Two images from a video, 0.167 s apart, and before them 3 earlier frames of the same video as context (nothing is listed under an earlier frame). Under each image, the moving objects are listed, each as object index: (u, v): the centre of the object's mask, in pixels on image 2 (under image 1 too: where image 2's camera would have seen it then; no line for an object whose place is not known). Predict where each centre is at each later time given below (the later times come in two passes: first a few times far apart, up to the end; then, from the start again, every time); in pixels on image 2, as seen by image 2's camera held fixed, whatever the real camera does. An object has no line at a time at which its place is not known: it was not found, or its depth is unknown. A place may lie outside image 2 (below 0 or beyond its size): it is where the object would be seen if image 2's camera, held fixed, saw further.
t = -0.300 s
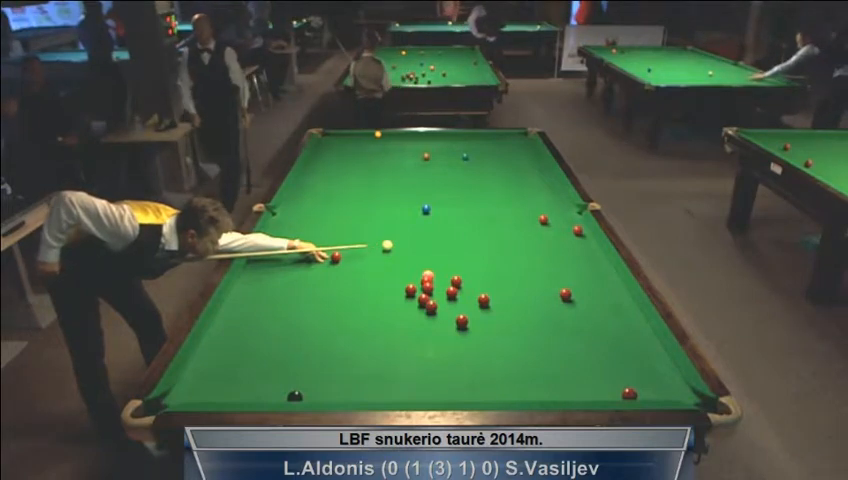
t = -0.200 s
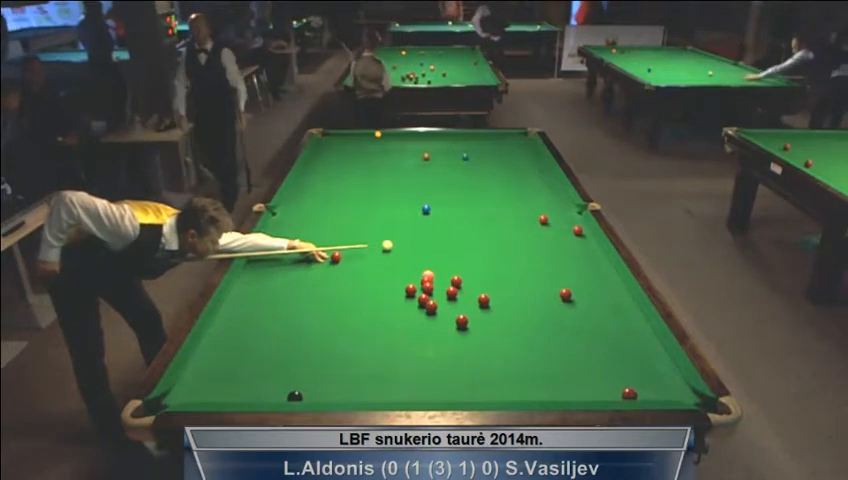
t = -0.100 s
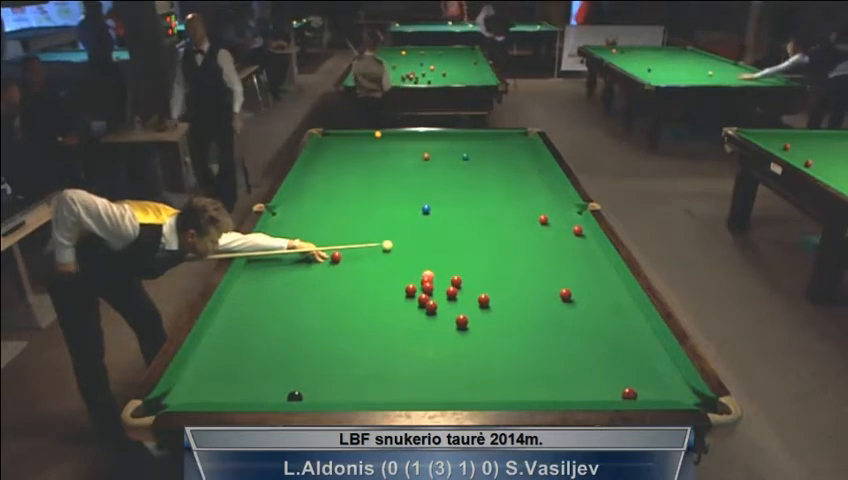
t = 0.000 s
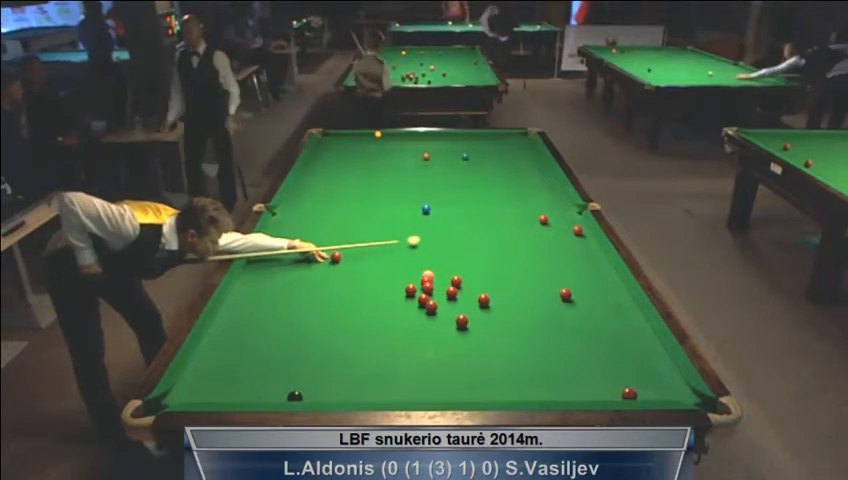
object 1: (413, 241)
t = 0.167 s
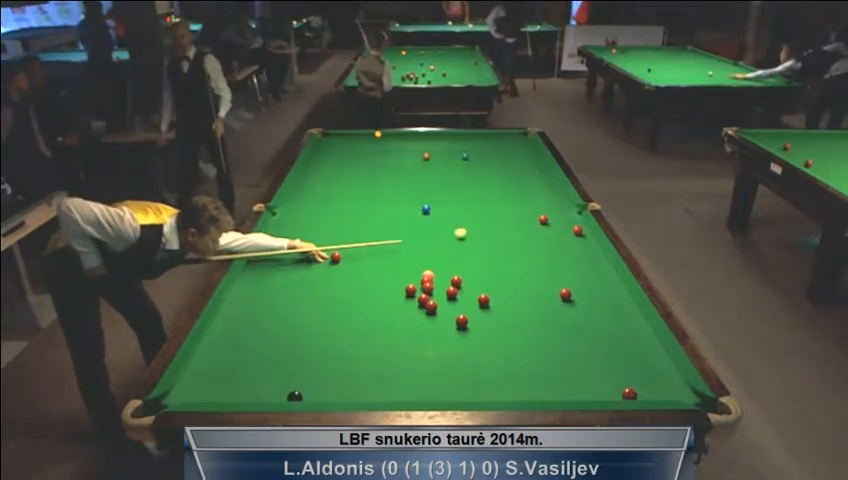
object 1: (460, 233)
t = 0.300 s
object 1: (496, 228)
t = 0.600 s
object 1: (546, 223)
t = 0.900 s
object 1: (571, 222)
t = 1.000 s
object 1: (580, 222)
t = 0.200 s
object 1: (469, 232)
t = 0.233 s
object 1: (478, 231)
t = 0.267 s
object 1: (487, 229)
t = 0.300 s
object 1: (496, 228)
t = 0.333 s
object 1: (504, 226)
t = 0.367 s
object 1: (513, 225)
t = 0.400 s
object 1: (521, 224)
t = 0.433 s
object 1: (530, 222)
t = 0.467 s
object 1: (536, 222)
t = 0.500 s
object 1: (538, 222)
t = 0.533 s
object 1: (540, 222)
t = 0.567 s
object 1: (543, 222)
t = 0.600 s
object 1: (546, 223)
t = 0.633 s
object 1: (549, 223)
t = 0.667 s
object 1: (551, 223)
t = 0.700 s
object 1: (555, 223)
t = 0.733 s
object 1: (557, 223)
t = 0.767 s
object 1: (560, 223)
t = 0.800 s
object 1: (563, 223)
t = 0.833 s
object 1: (566, 223)
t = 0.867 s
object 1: (568, 223)
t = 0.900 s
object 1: (571, 222)
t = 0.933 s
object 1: (574, 222)
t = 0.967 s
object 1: (577, 222)
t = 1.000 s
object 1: (580, 222)
